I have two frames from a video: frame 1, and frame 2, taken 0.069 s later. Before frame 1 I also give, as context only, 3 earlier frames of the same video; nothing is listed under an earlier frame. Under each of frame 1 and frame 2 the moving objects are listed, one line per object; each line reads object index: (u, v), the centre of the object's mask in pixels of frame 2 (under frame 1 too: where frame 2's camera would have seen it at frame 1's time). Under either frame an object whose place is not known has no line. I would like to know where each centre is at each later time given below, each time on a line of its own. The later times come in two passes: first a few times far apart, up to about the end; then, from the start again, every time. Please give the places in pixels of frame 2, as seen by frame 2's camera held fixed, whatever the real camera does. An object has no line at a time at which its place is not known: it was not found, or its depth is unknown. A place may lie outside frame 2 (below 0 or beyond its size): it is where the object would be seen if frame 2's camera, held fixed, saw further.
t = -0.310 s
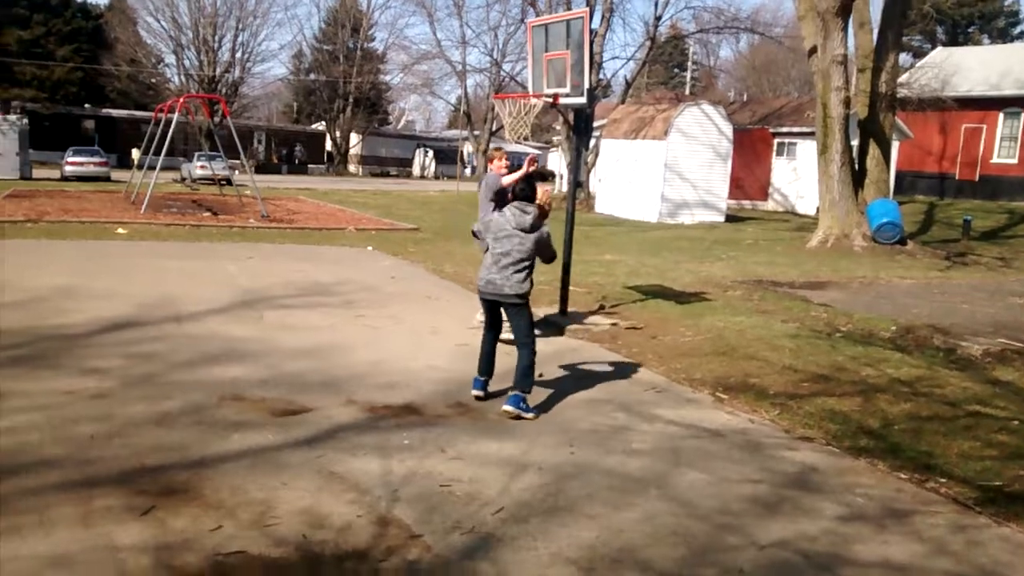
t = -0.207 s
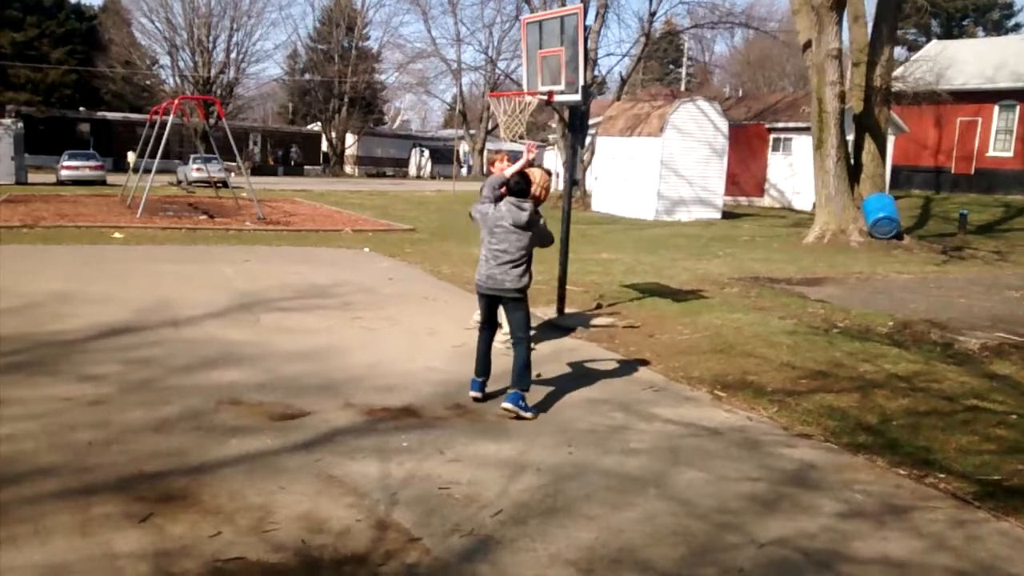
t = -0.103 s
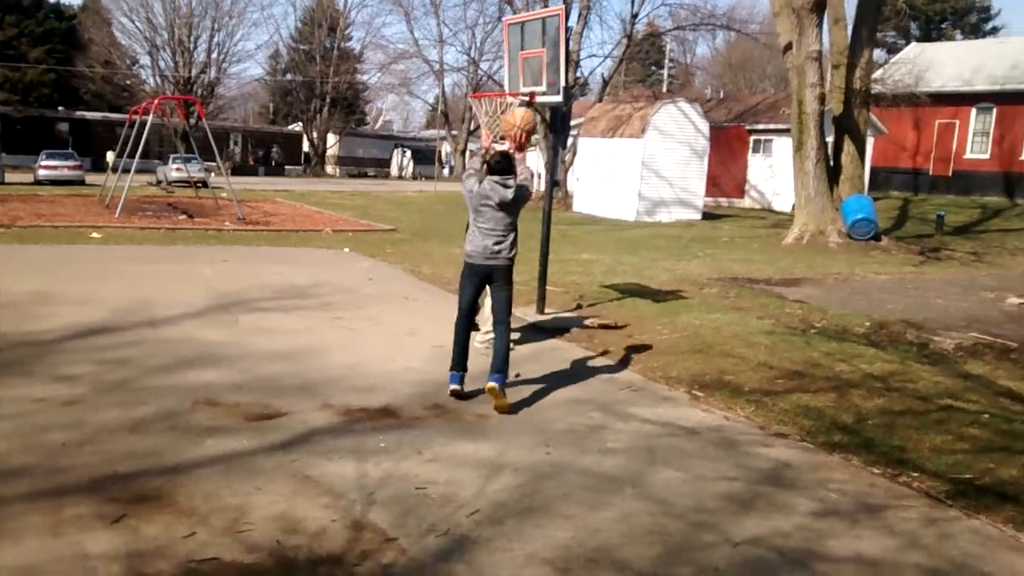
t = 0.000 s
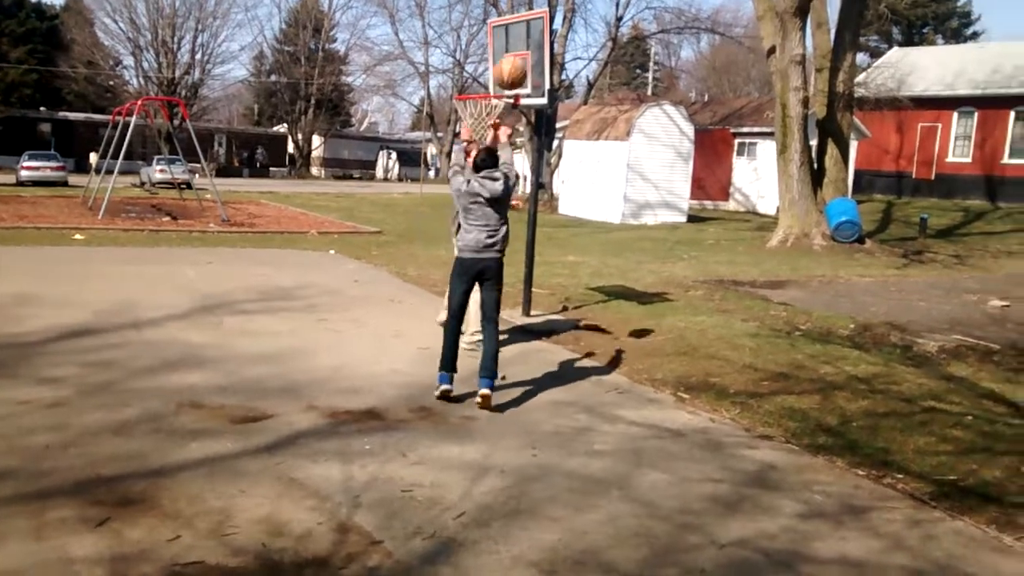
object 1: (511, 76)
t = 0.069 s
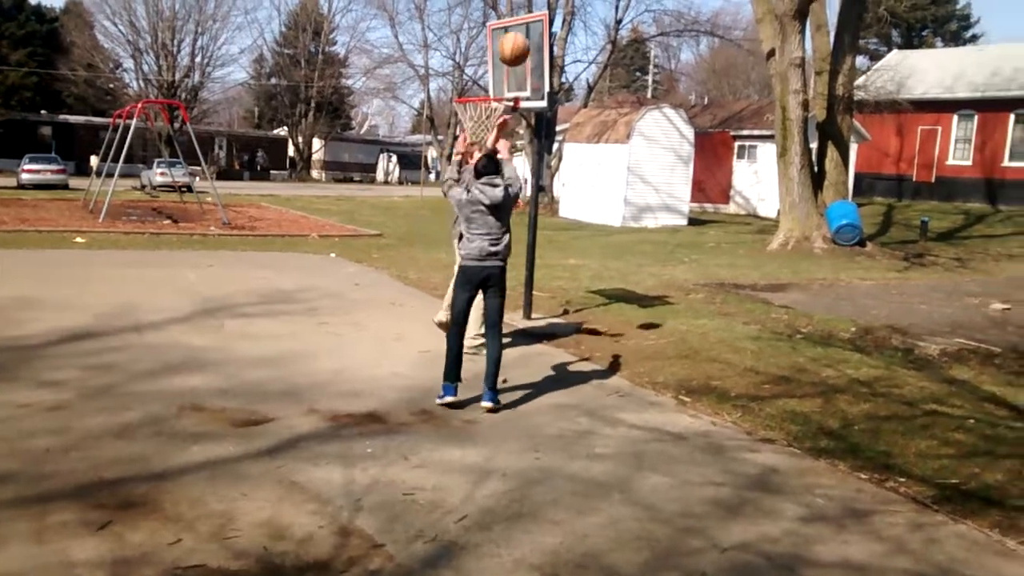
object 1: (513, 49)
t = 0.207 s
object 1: (518, 17)
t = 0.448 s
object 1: (523, 20)
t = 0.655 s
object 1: (511, 66)
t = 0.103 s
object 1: (515, 39)
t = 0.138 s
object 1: (516, 30)
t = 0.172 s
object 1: (517, 22)
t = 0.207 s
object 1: (518, 17)
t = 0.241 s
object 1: (519, 13)
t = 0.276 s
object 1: (521, 10)
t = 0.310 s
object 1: (523, 10)
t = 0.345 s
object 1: (523, 11)
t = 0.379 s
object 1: (523, 12)
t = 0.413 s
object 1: (523, 15)
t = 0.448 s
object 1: (523, 20)
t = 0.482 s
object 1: (524, 26)
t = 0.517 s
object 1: (525, 32)
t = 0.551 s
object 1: (526, 40)
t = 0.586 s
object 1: (523, 48)
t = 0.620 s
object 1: (518, 56)
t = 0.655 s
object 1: (511, 66)
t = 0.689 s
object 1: (505, 76)
